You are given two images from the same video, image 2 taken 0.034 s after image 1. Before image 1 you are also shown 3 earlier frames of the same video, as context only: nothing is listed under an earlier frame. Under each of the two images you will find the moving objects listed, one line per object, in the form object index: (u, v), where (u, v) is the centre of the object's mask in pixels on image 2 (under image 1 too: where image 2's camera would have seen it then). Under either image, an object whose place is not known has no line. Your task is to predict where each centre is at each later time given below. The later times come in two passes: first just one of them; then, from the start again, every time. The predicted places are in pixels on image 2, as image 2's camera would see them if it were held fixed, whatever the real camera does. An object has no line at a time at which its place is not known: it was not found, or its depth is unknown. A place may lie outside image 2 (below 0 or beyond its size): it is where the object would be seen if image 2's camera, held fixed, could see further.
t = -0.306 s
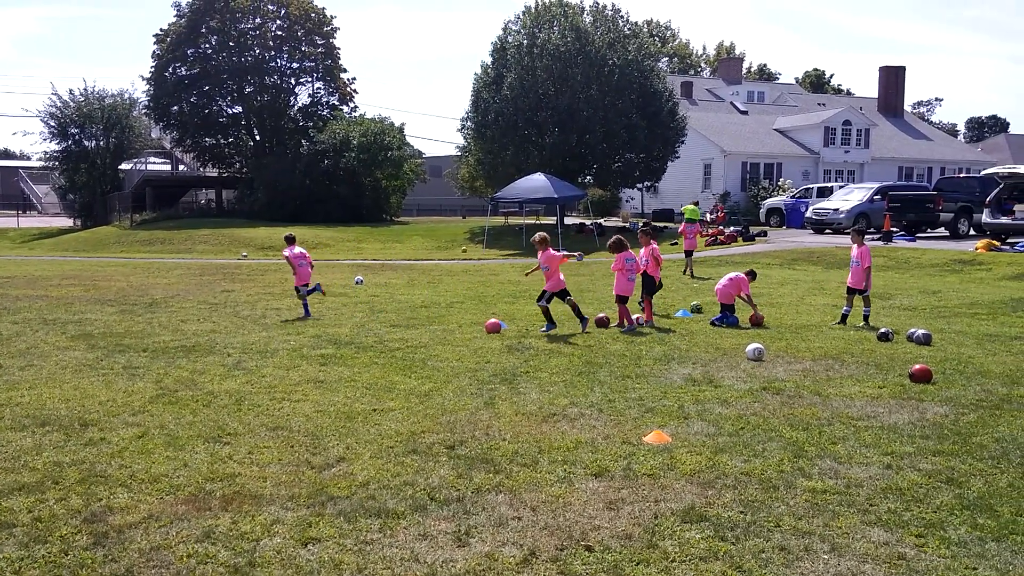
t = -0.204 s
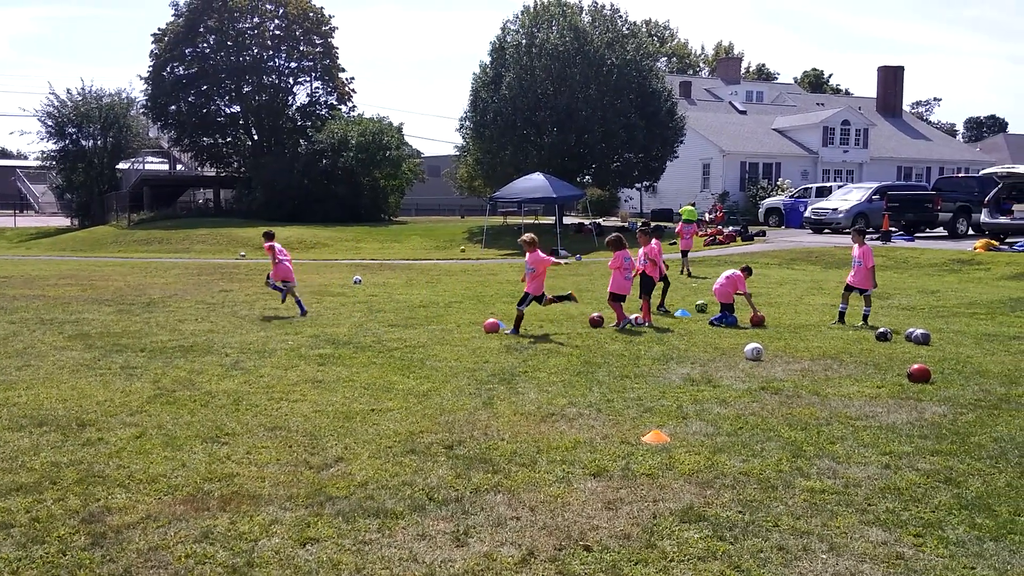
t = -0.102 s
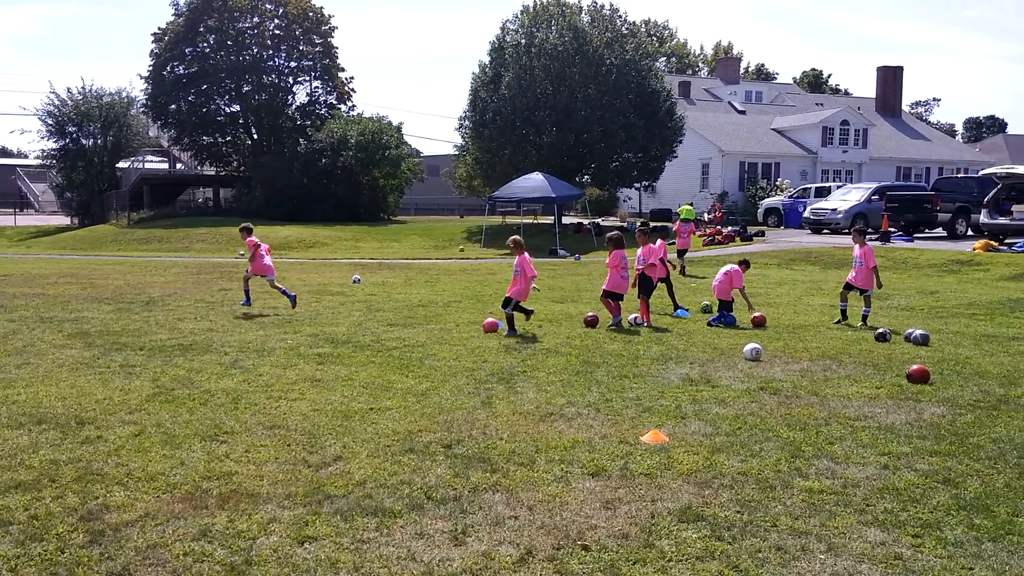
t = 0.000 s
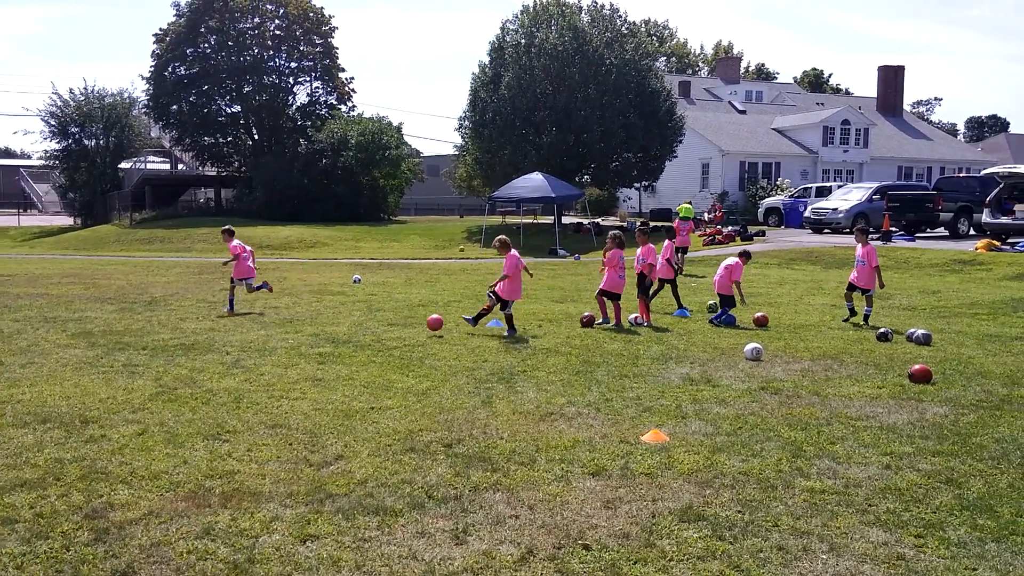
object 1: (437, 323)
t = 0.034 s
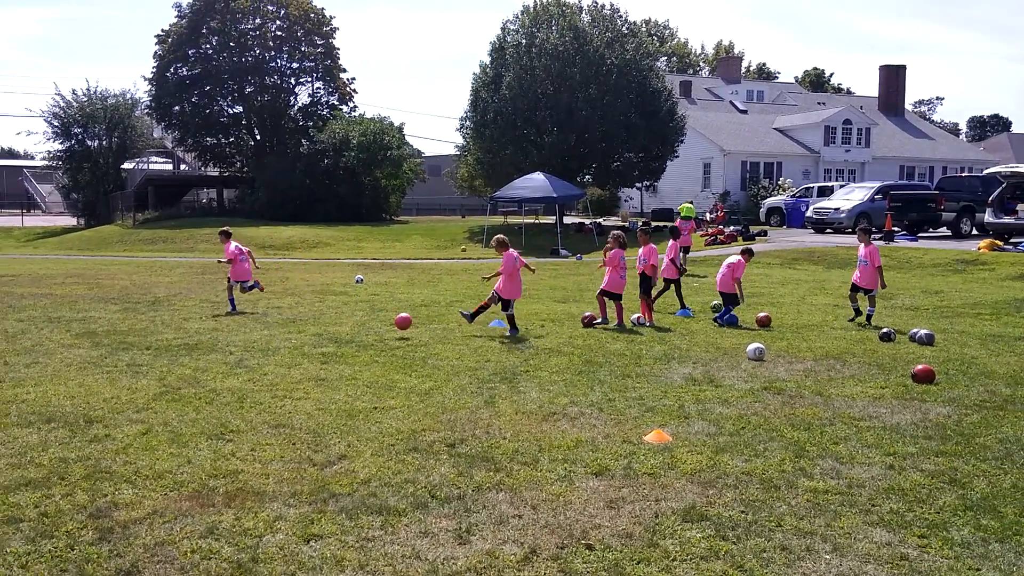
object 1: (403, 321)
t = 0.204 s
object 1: (207, 329)
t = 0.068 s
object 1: (367, 321)
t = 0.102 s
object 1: (330, 322)
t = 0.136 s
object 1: (291, 323)
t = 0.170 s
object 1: (251, 325)
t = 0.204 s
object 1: (207, 329)
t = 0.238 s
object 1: (163, 334)
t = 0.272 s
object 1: (116, 340)
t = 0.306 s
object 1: (67, 348)
